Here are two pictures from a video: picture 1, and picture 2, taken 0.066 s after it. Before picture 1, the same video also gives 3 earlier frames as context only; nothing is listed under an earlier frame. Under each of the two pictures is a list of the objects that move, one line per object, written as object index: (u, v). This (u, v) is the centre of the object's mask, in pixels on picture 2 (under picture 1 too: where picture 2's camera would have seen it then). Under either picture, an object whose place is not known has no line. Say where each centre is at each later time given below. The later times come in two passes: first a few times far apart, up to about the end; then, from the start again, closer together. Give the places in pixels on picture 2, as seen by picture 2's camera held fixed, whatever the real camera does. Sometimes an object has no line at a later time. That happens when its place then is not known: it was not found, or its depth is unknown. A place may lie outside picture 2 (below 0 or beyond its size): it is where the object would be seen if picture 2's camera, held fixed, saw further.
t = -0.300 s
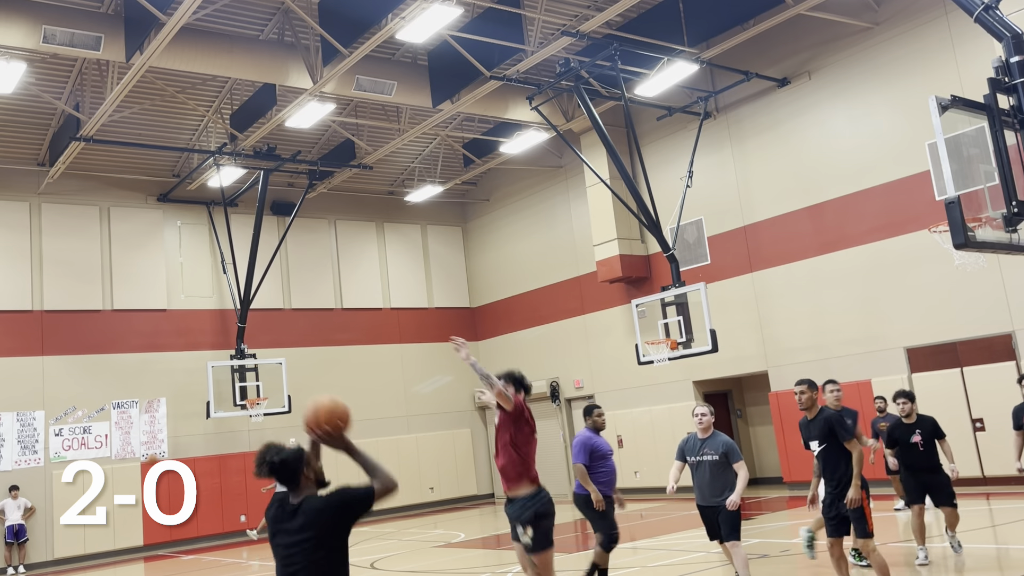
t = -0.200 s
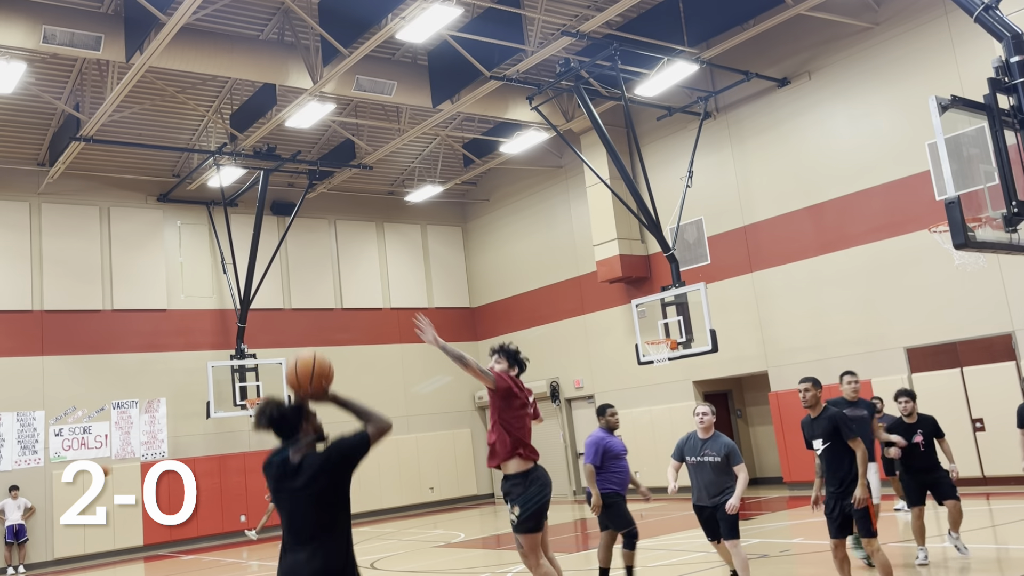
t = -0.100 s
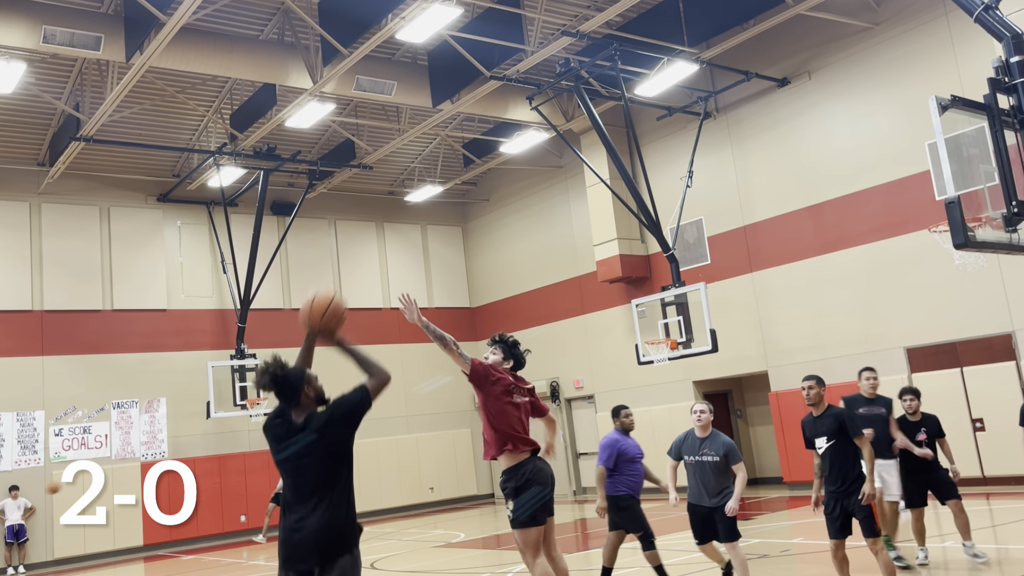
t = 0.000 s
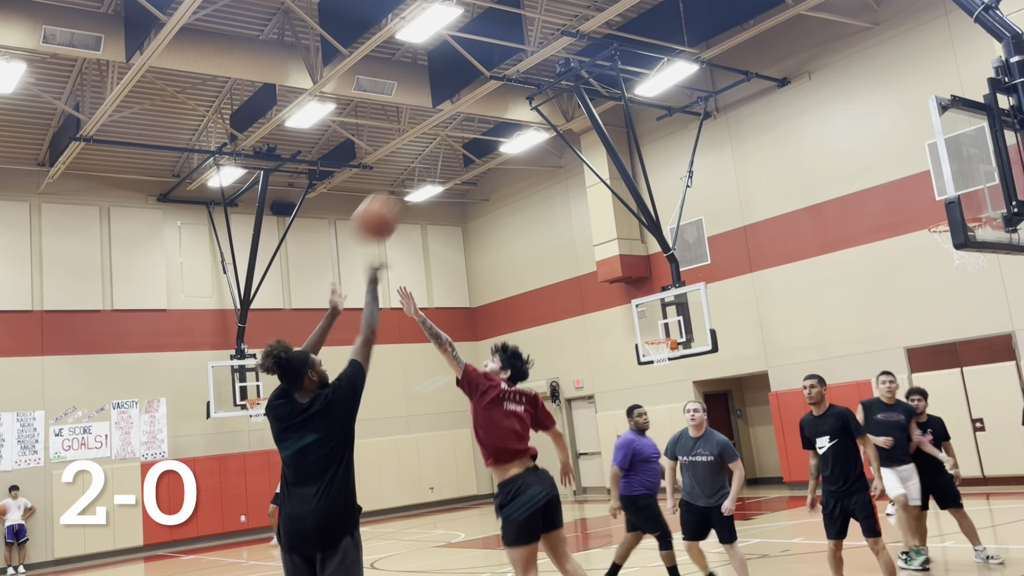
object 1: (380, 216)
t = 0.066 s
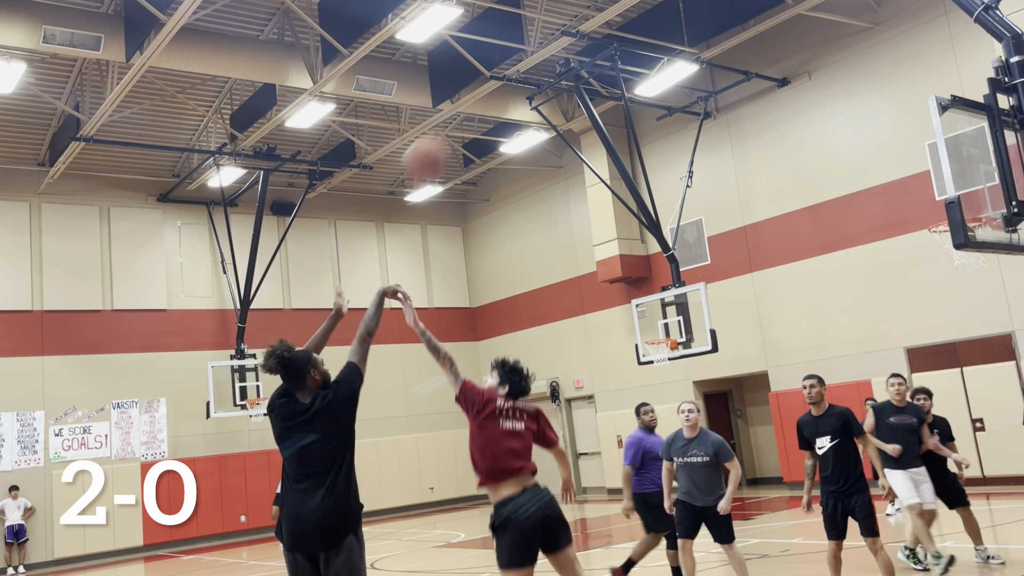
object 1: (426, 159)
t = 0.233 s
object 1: (535, 61)
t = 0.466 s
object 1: (661, 13)
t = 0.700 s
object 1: (768, 33)
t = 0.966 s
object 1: (880, 124)
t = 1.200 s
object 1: (969, 207)
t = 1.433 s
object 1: (932, 179)
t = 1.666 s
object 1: (875, 205)
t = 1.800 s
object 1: (846, 247)
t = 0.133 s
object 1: (472, 112)
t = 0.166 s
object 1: (494, 91)
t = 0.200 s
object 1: (514, 75)
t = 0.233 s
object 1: (535, 61)
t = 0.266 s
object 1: (555, 48)
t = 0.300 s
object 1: (574, 37)
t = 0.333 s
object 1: (592, 28)
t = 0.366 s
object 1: (611, 22)
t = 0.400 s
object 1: (628, 16)
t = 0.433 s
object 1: (644, 14)
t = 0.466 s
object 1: (661, 13)
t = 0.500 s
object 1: (677, 13)
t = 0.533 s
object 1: (693, 13)
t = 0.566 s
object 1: (709, 14)
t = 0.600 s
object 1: (724, 17)
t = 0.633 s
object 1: (738, 20)
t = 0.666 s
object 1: (753, 26)
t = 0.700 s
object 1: (768, 33)
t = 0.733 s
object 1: (782, 41)
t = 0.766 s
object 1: (797, 50)
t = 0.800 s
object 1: (811, 60)
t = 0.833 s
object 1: (825, 70)
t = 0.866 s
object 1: (839, 82)
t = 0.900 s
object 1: (853, 96)
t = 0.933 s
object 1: (867, 110)
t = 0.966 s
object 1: (880, 124)
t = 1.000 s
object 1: (894, 140)
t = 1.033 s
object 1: (908, 156)
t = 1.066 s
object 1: (922, 173)
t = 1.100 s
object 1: (933, 191)
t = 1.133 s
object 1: (940, 210)
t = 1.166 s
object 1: (968, 213)
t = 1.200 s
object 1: (969, 207)
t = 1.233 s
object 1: (971, 205)
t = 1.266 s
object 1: (969, 197)
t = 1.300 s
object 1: (969, 190)
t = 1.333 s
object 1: (967, 184)
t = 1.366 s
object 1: (955, 182)
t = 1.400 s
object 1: (941, 180)
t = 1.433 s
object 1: (932, 179)
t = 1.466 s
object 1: (925, 179)
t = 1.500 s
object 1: (916, 181)
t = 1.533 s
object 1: (907, 183)
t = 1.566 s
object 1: (899, 187)
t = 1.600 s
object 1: (890, 192)
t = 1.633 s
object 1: (882, 198)
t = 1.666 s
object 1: (875, 205)
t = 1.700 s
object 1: (867, 214)
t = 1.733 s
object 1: (860, 224)
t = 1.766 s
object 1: (852, 235)
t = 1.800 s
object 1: (846, 247)
